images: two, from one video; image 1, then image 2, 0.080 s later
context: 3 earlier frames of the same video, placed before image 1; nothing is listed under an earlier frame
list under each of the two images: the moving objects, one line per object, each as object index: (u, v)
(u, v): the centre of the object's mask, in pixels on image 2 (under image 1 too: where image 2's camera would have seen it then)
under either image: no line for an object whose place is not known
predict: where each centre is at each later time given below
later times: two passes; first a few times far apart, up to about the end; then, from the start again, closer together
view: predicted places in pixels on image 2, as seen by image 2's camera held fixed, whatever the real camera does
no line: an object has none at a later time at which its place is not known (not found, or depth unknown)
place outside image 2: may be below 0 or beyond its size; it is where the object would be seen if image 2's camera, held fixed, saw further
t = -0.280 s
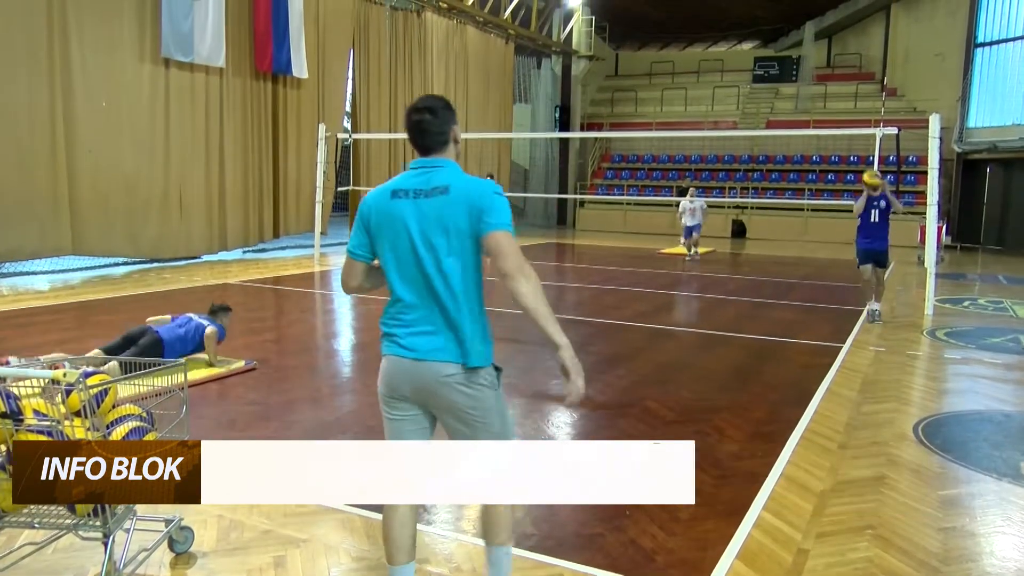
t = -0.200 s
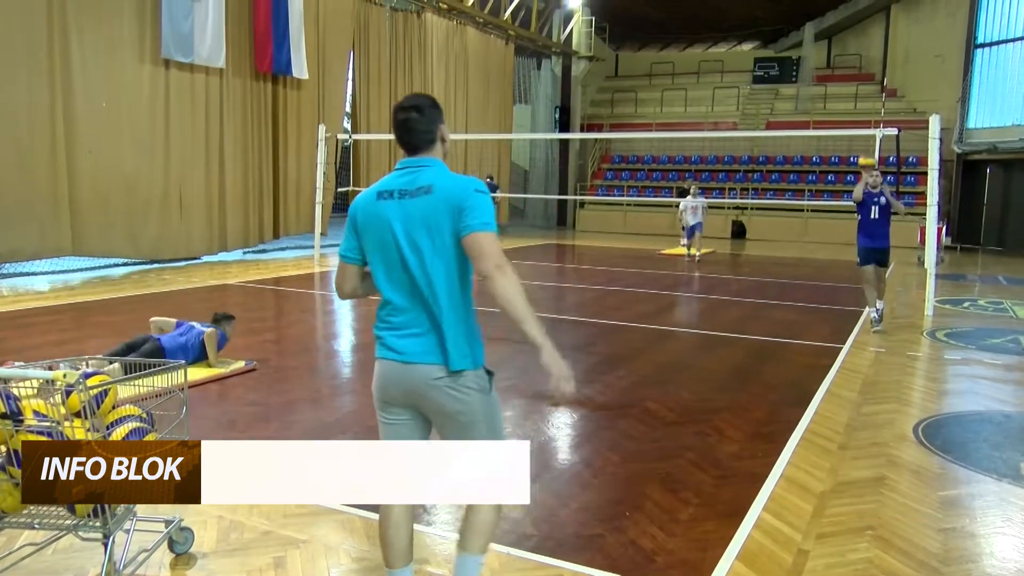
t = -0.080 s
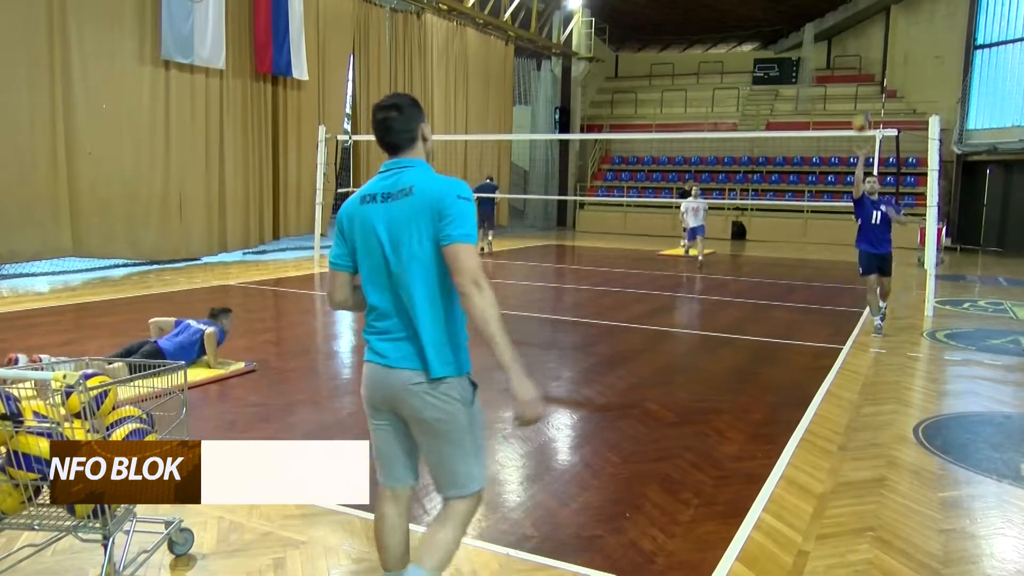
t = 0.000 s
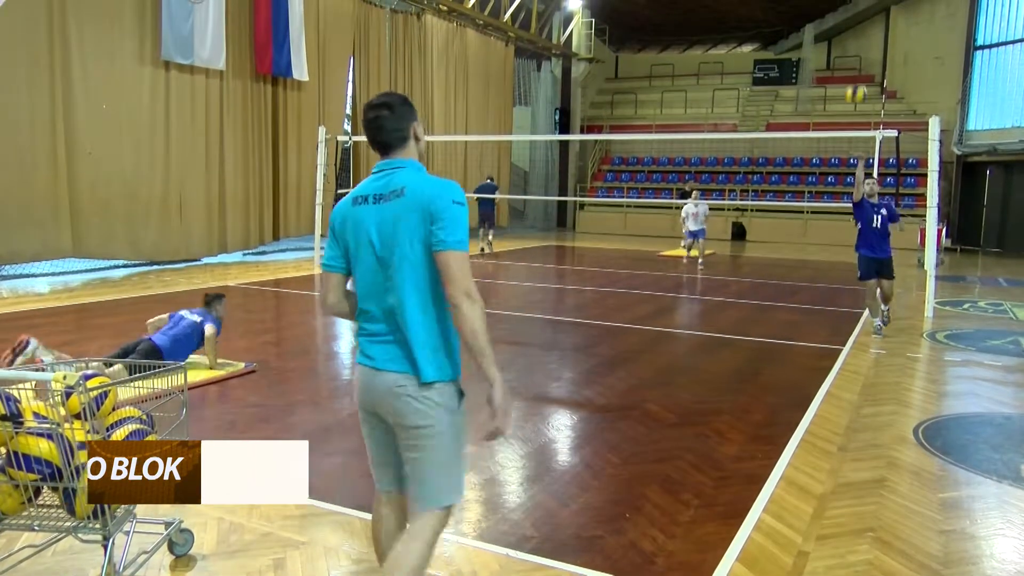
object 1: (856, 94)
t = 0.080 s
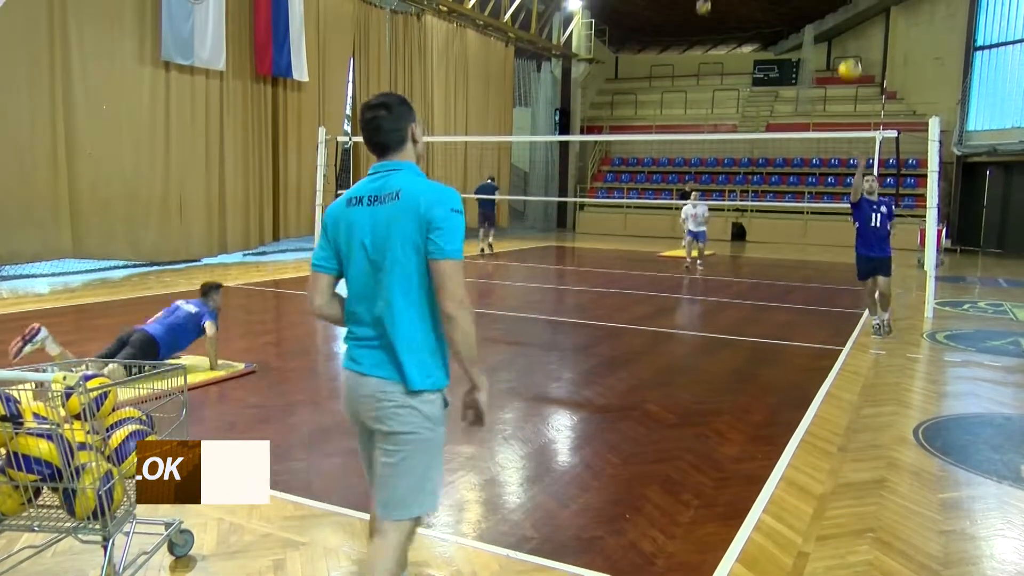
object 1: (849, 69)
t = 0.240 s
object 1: (833, 32)
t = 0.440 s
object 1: (806, 19)
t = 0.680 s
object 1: (762, 74)
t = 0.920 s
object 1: (691, 253)
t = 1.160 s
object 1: (619, 438)
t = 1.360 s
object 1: (584, 282)
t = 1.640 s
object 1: (522, 171)
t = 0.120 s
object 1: (846, 59)
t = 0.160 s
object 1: (842, 47)
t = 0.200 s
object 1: (838, 39)
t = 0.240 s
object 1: (833, 32)
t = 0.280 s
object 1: (829, 27)
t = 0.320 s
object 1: (823, 22)
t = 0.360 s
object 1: (818, 19)
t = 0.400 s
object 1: (812, 18)
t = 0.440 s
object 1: (806, 19)
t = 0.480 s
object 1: (800, 22)
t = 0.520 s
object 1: (793, 28)
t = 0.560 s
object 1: (787, 36)
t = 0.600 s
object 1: (779, 46)
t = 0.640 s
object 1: (770, 58)
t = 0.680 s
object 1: (762, 74)
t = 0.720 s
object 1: (752, 92)
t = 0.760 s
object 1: (742, 115)
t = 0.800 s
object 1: (732, 142)
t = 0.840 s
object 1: (719, 170)
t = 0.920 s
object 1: (691, 253)
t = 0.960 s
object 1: (681, 293)
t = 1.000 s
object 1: (666, 341)
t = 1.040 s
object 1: (652, 397)
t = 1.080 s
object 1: (636, 459)
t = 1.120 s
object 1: (624, 474)
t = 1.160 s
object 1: (619, 438)
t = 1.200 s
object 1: (612, 403)
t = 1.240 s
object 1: (606, 369)
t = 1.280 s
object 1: (598, 339)
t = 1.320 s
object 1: (591, 306)
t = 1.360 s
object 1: (584, 282)
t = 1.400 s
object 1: (576, 257)
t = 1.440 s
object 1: (568, 235)
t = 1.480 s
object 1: (560, 218)
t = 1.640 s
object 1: (522, 171)
